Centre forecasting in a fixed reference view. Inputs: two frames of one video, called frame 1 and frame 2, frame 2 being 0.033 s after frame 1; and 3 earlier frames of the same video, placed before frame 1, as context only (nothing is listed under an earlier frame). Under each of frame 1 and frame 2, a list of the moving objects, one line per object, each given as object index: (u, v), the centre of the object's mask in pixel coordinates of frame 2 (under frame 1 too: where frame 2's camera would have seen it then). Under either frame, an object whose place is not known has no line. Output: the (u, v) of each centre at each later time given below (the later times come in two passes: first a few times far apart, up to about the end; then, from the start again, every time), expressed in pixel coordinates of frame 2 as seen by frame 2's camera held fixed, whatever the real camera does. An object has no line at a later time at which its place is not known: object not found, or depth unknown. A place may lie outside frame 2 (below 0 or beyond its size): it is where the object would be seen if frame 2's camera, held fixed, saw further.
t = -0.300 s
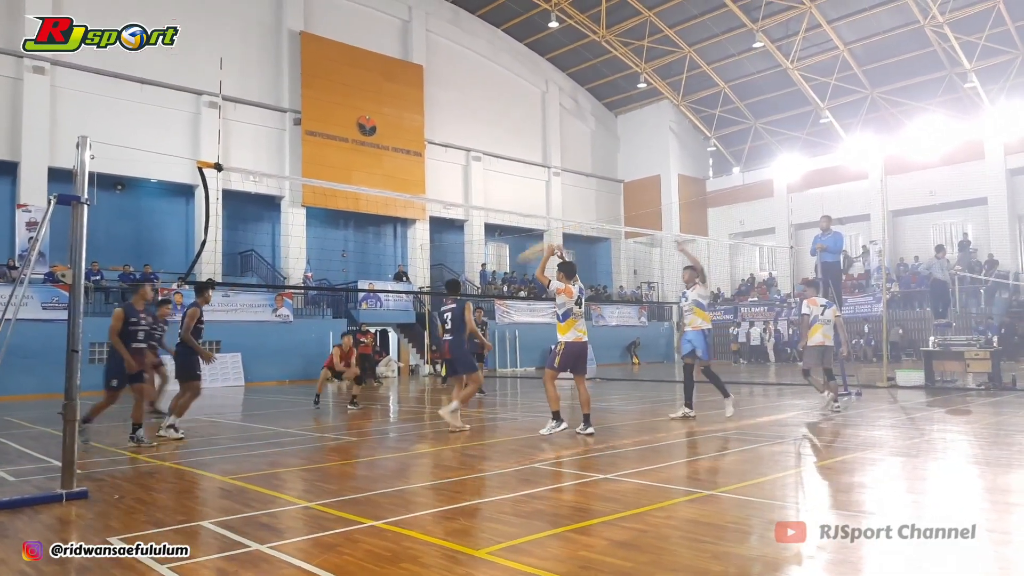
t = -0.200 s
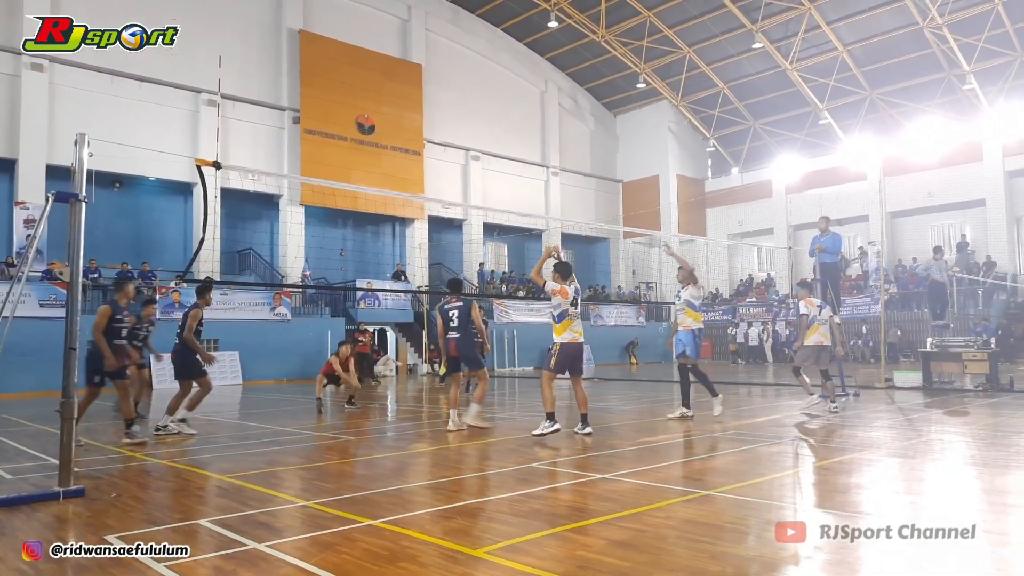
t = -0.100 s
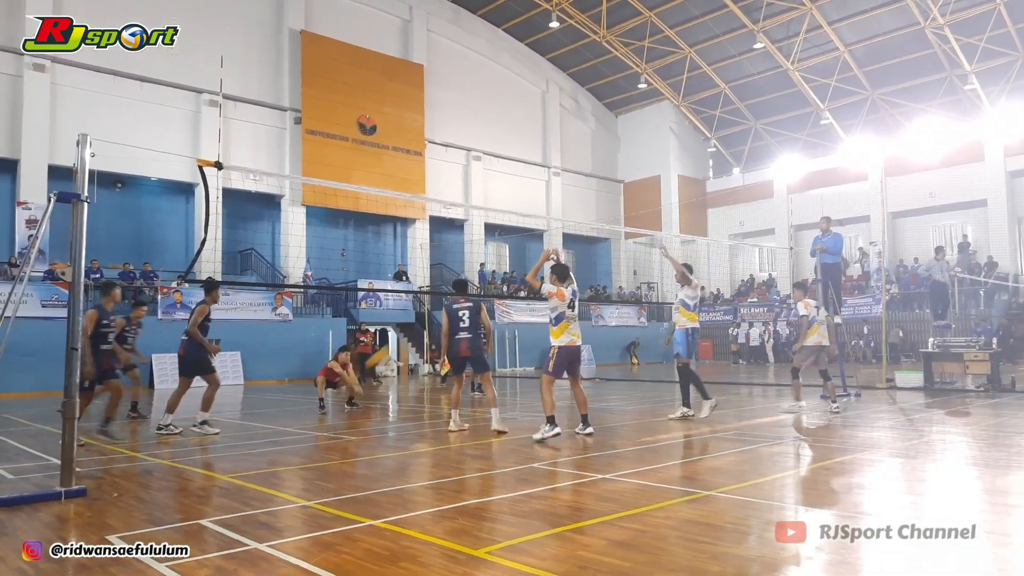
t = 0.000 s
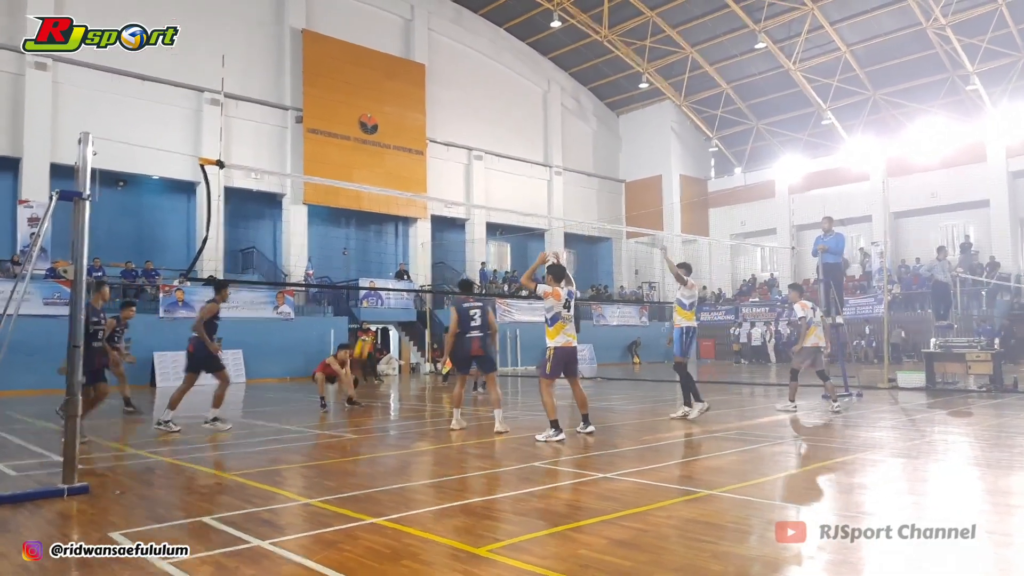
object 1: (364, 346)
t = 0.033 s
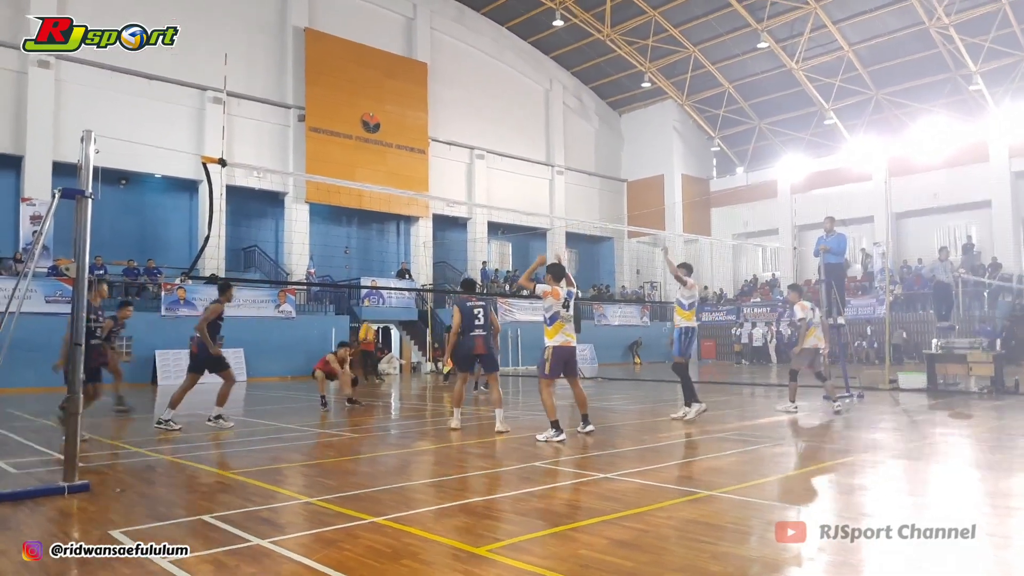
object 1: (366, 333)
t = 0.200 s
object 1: (383, 263)
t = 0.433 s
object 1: (406, 198)
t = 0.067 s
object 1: (369, 316)
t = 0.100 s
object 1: (372, 304)
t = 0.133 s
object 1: (375, 290)
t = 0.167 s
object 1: (379, 275)
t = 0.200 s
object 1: (383, 263)
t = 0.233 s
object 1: (386, 253)
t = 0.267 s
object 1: (390, 242)
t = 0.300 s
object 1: (394, 230)
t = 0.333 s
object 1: (397, 221)
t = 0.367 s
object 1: (400, 213)
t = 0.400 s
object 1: (403, 203)
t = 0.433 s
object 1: (406, 198)
